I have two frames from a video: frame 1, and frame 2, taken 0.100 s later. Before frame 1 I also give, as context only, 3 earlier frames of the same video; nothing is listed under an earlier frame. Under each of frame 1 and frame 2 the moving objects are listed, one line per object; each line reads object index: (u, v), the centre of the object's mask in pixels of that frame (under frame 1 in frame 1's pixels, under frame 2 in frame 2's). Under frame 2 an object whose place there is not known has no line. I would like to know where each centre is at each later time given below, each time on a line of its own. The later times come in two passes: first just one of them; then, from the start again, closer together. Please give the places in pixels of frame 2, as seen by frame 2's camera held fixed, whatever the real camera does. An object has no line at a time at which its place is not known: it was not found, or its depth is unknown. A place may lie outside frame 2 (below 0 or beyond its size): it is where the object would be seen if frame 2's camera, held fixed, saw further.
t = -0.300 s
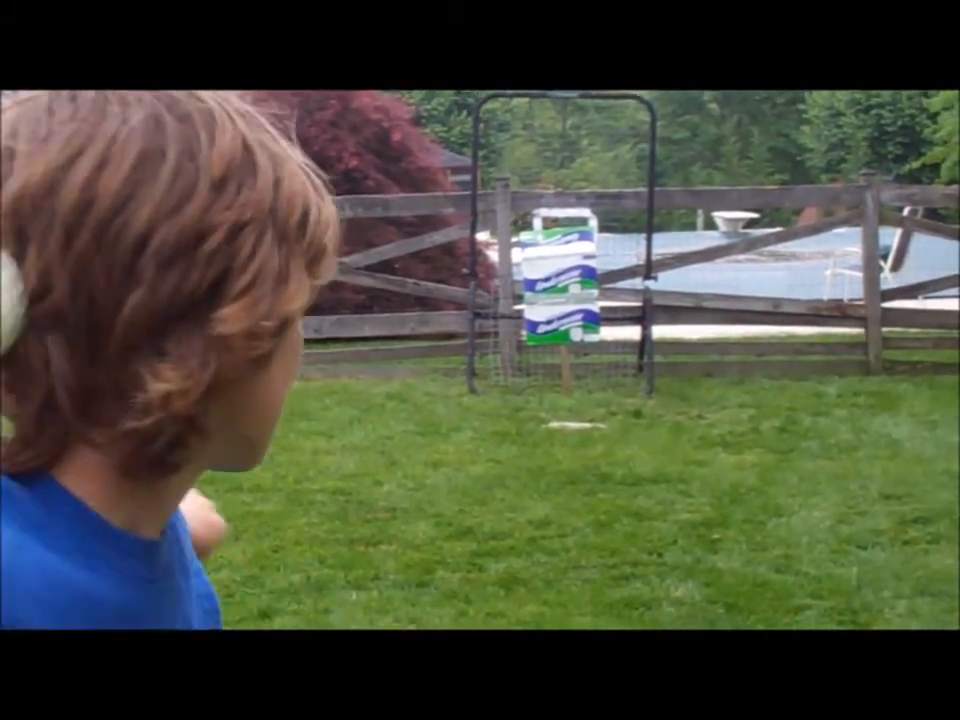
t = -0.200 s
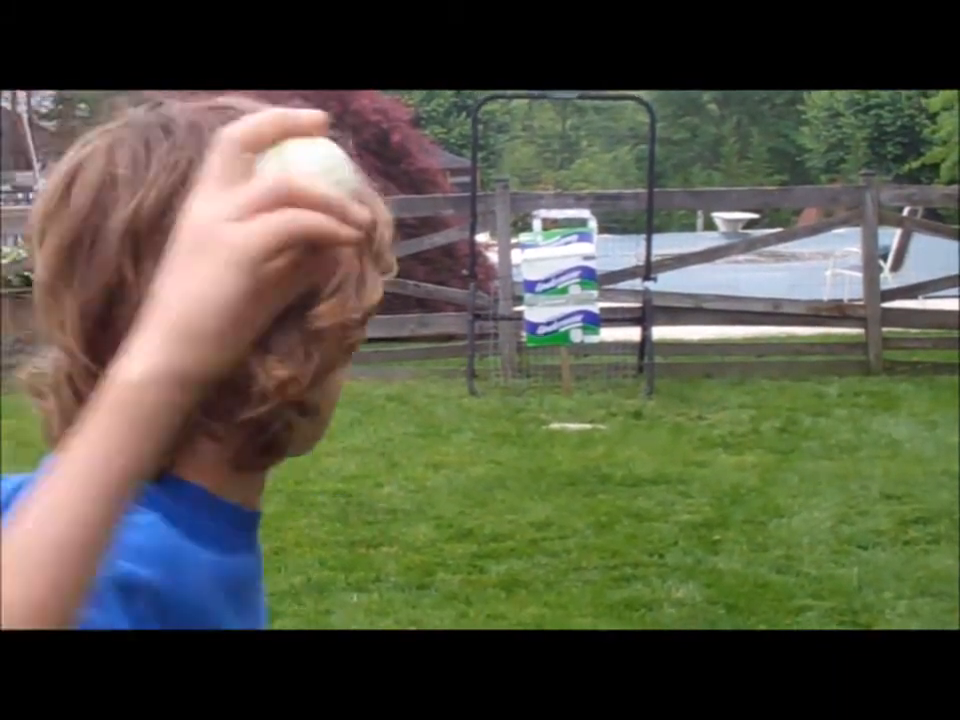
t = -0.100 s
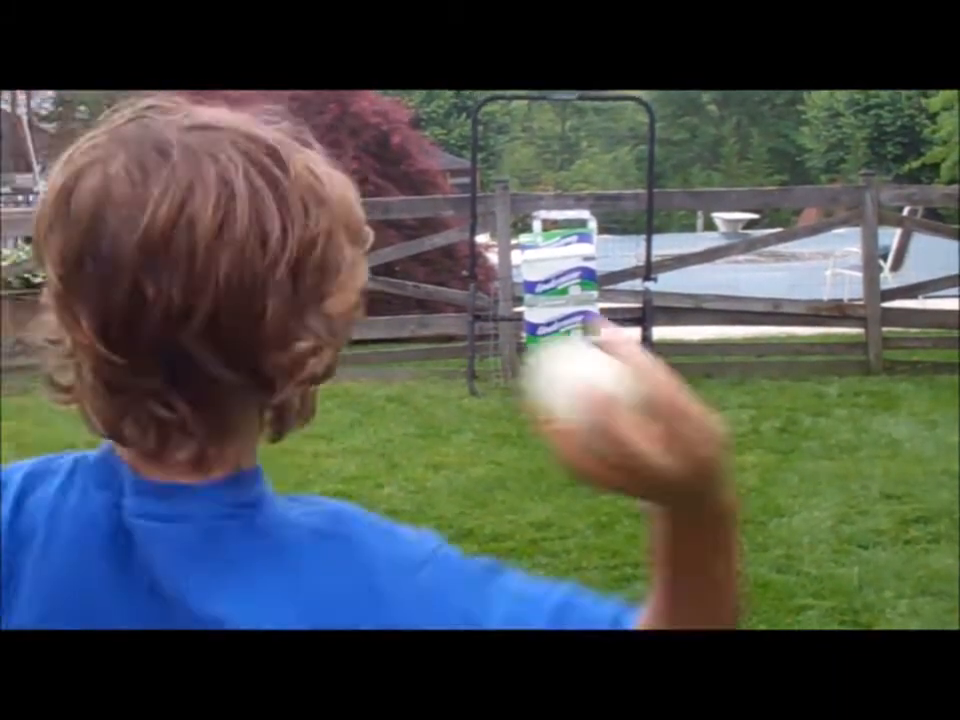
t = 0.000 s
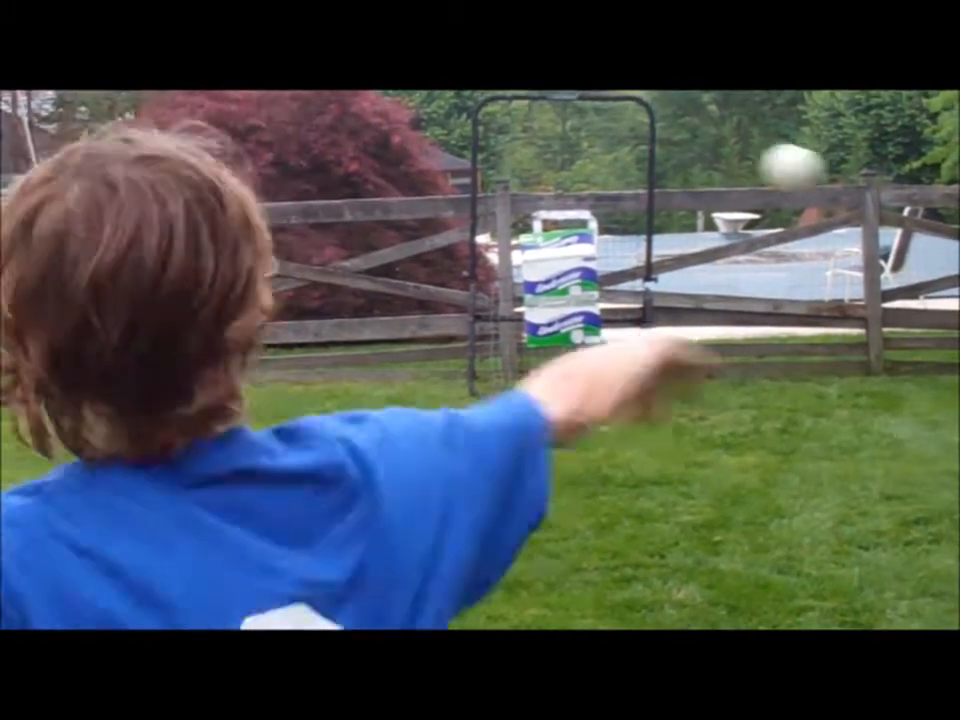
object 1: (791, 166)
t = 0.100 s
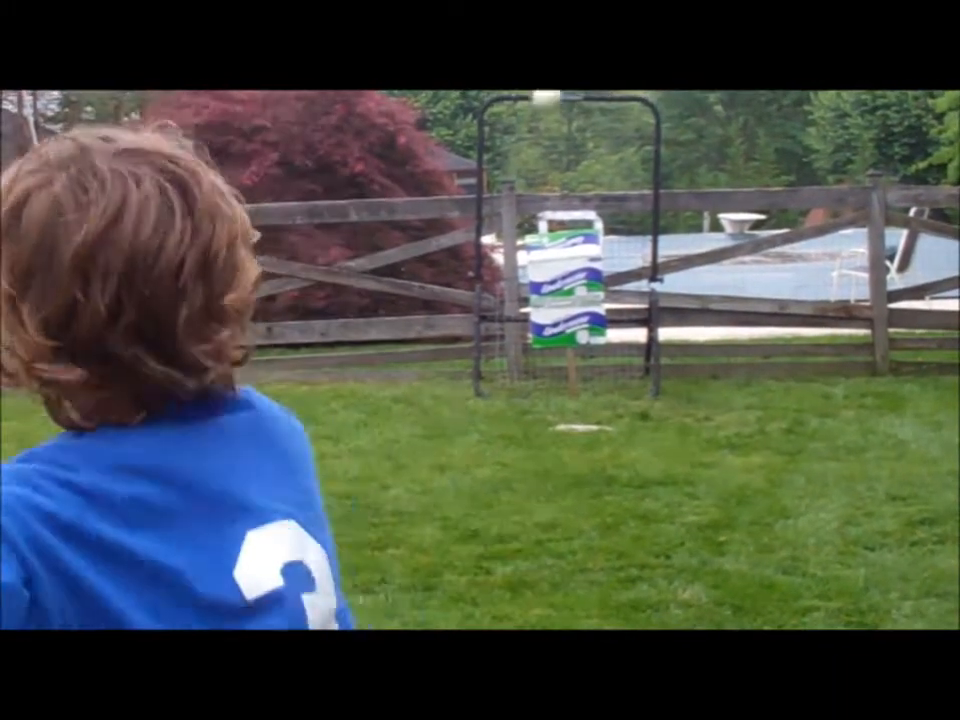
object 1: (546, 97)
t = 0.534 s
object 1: (458, 246)
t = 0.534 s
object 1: (458, 246)
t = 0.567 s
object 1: (460, 265)
